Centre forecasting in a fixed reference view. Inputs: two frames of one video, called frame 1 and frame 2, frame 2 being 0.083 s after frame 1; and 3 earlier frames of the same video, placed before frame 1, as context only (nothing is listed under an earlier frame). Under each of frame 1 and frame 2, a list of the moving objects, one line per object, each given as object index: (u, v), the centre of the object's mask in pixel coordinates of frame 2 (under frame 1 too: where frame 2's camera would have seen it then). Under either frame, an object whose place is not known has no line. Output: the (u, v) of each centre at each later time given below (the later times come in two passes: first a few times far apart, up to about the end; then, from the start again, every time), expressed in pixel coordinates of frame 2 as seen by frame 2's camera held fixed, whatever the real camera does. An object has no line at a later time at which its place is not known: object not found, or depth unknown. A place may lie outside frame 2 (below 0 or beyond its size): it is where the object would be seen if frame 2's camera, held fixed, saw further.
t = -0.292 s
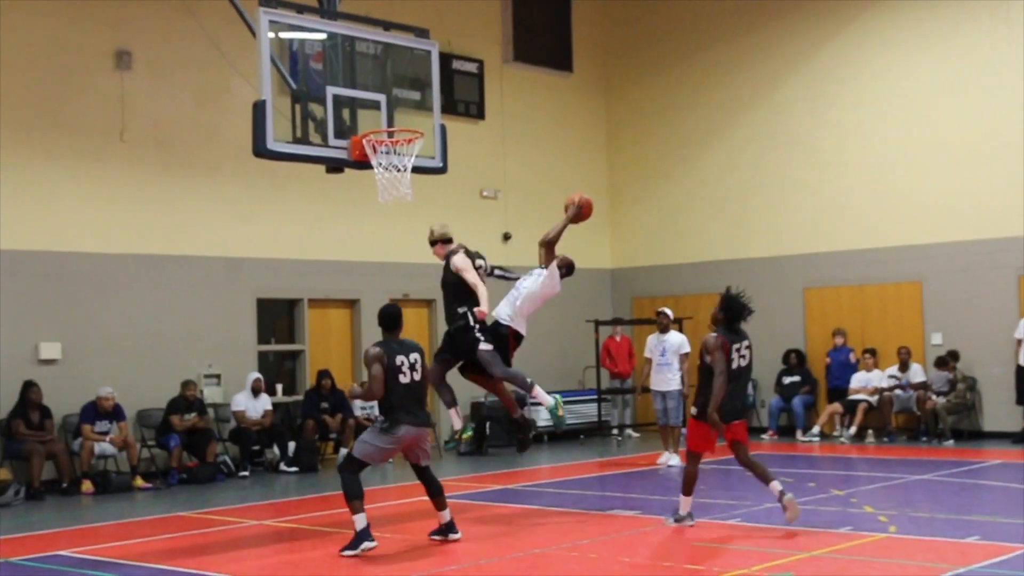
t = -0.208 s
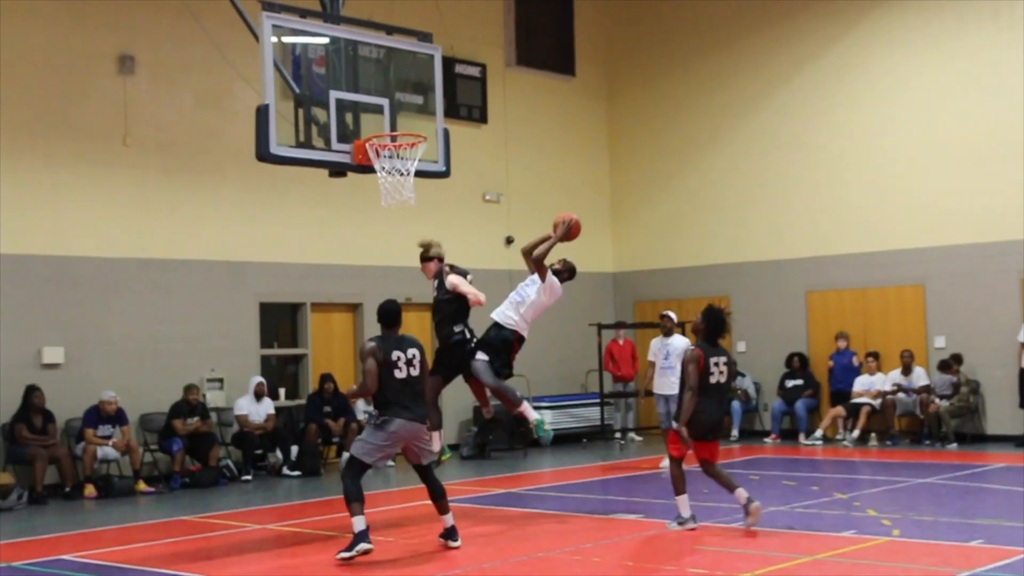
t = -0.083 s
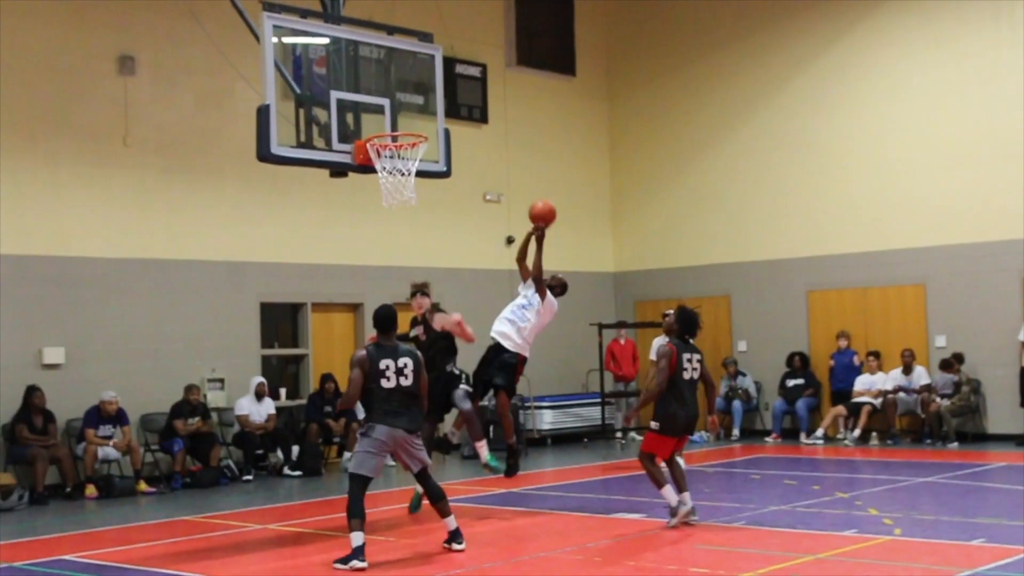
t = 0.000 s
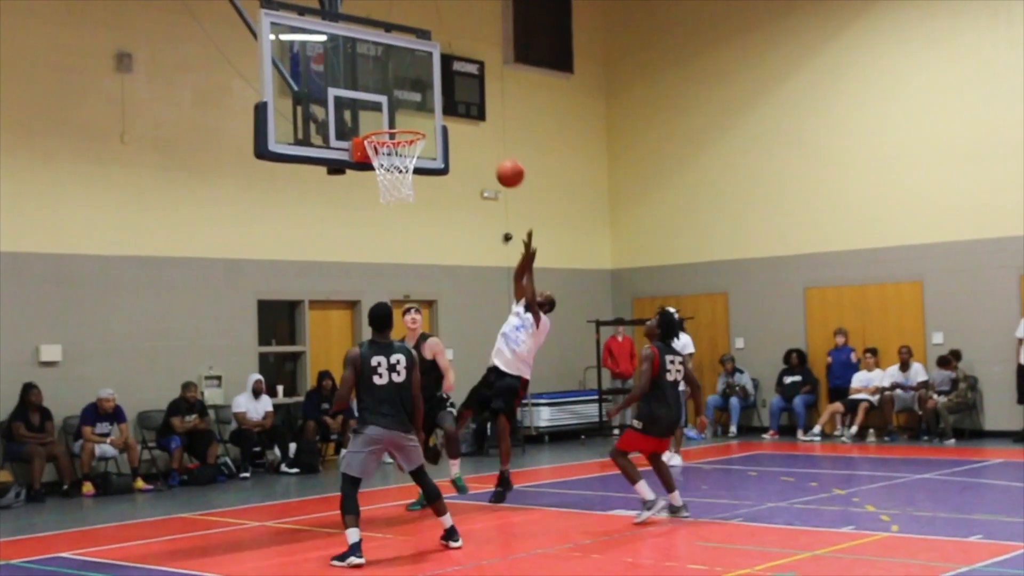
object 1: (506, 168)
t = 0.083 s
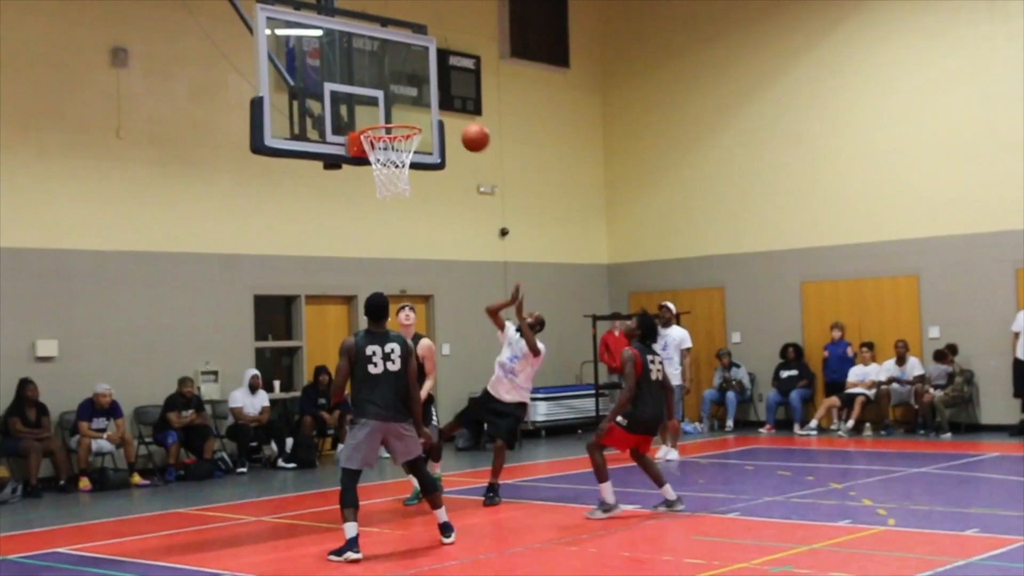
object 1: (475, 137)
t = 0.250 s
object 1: (418, 100)
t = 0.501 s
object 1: (409, 106)
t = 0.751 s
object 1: (374, 157)
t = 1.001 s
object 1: (368, 195)
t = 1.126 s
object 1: (370, 233)
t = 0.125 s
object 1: (463, 128)
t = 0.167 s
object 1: (444, 115)
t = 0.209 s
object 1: (432, 108)
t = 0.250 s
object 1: (418, 100)
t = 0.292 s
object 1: (416, 97)
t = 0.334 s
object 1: (415, 94)
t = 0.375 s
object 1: (414, 94)
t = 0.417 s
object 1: (412, 96)
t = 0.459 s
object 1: (411, 99)
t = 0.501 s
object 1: (409, 106)
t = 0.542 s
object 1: (408, 112)
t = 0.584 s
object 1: (404, 117)
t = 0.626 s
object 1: (398, 127)
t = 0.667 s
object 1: (389, 138)
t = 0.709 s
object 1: (383, 144)
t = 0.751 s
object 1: (374, 157)
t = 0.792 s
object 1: (370, 164)
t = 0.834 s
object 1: (367, 170)
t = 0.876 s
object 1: (365, 172)
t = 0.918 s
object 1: (366, 179)
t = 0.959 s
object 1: (366, 185)
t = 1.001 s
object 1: (368, 195)
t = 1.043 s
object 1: (369, 205)
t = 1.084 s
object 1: (369, 220)
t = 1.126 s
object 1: (370, 233)
